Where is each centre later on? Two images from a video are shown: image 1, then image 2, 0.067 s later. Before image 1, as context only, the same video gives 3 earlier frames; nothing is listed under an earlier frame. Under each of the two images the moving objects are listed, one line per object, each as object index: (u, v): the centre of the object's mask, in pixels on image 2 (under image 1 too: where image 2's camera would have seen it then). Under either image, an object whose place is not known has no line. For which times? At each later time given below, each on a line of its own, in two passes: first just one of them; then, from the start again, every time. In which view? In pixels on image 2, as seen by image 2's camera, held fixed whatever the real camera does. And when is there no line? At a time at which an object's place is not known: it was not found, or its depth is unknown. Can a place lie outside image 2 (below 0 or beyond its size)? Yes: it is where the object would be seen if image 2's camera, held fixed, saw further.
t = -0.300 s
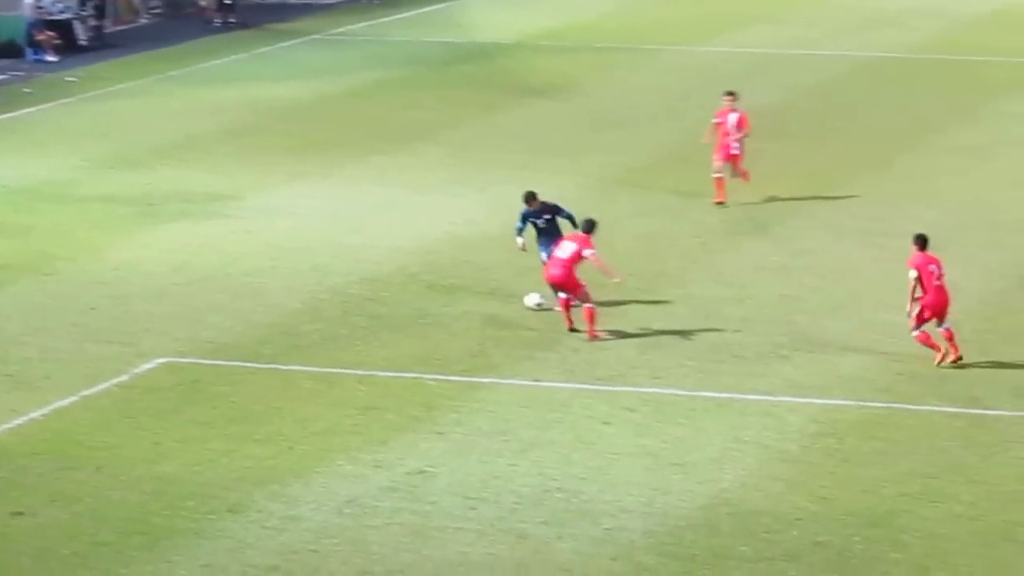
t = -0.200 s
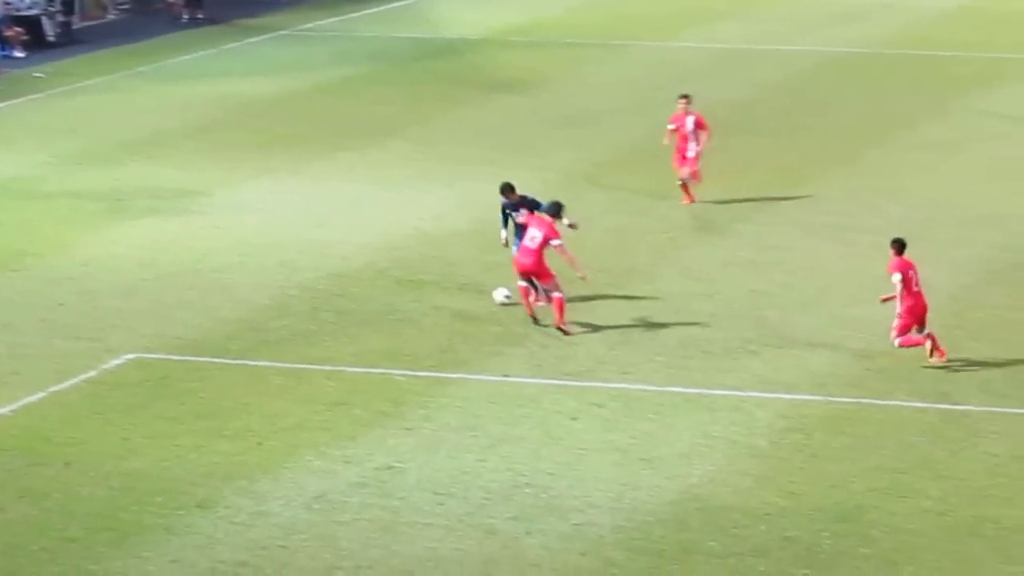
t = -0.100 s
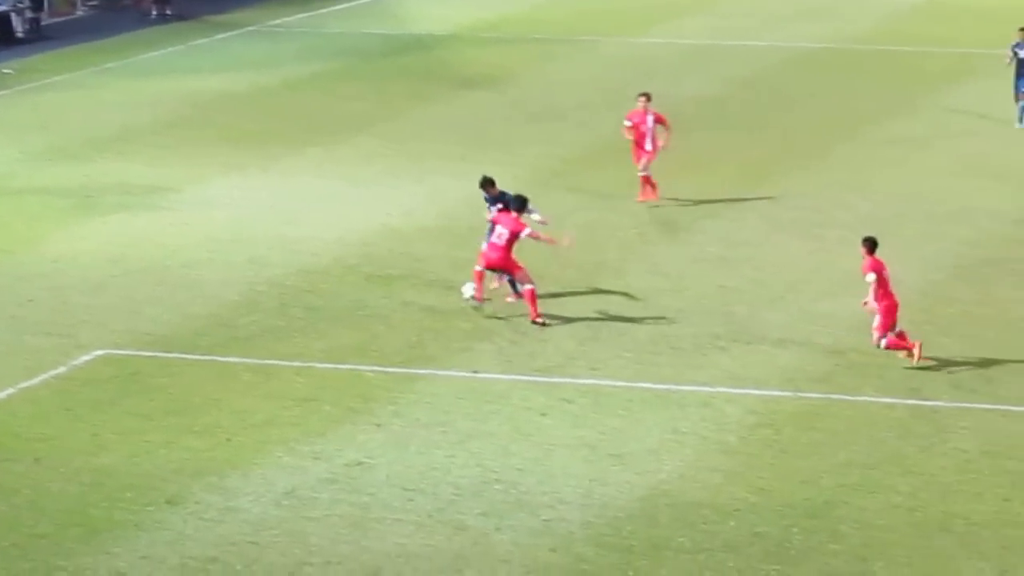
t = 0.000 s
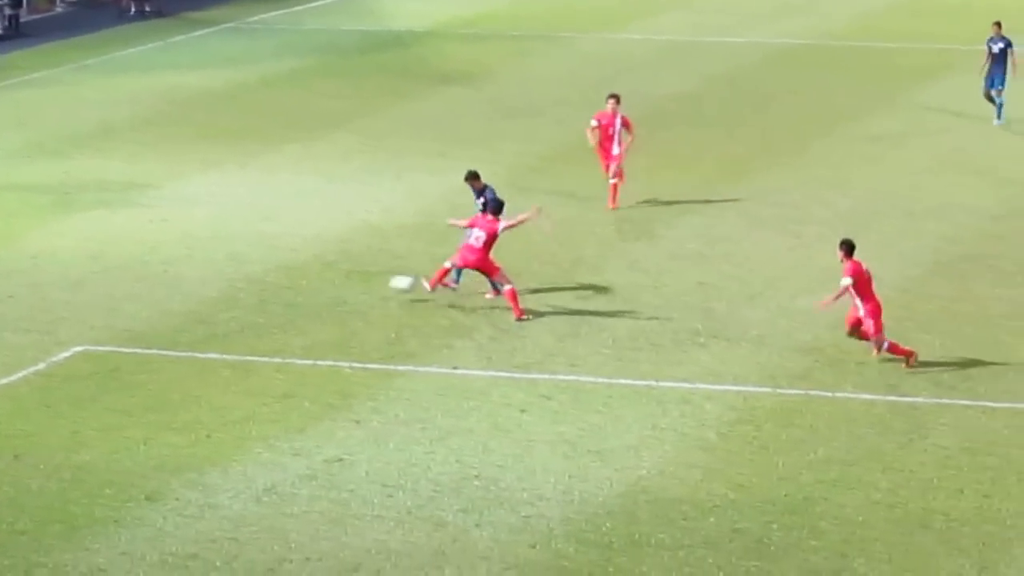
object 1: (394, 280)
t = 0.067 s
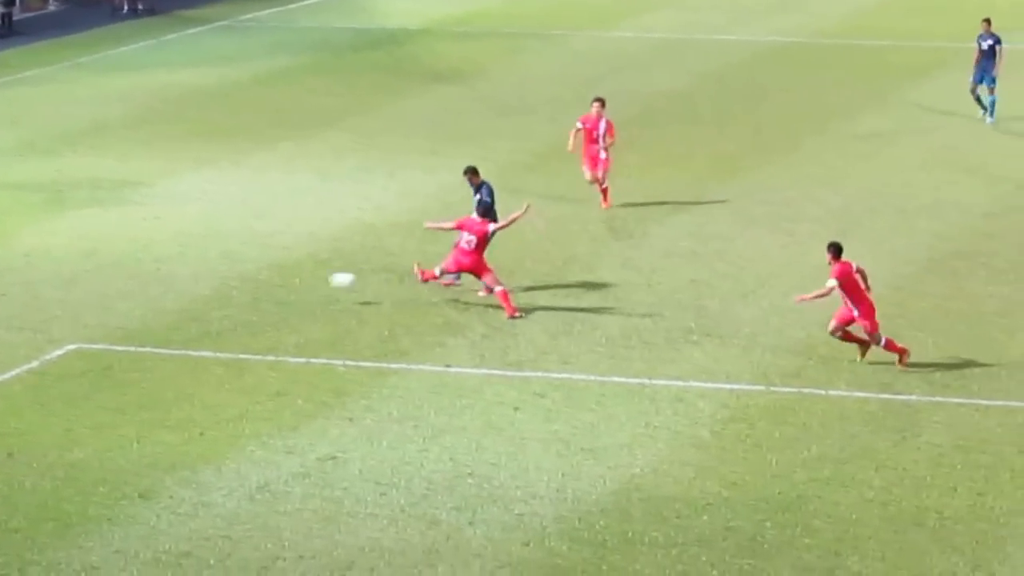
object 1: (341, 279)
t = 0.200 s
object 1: (234, 287)
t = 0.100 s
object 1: (315, 281)
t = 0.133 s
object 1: (289, 283)
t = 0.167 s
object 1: (262, 285)
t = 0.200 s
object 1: (234, 287)
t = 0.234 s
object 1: (207, 292)
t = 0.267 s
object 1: (180, 297)
